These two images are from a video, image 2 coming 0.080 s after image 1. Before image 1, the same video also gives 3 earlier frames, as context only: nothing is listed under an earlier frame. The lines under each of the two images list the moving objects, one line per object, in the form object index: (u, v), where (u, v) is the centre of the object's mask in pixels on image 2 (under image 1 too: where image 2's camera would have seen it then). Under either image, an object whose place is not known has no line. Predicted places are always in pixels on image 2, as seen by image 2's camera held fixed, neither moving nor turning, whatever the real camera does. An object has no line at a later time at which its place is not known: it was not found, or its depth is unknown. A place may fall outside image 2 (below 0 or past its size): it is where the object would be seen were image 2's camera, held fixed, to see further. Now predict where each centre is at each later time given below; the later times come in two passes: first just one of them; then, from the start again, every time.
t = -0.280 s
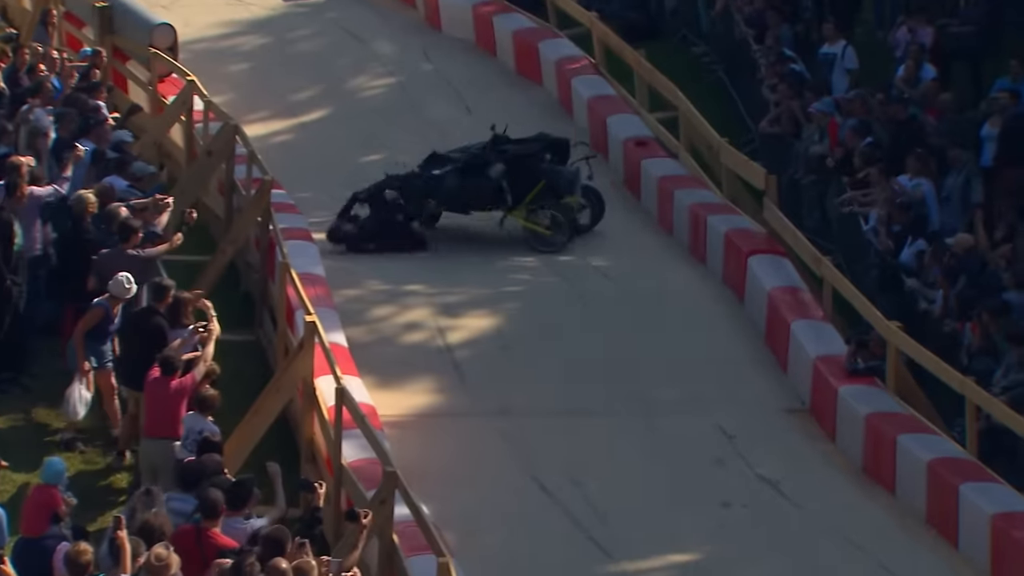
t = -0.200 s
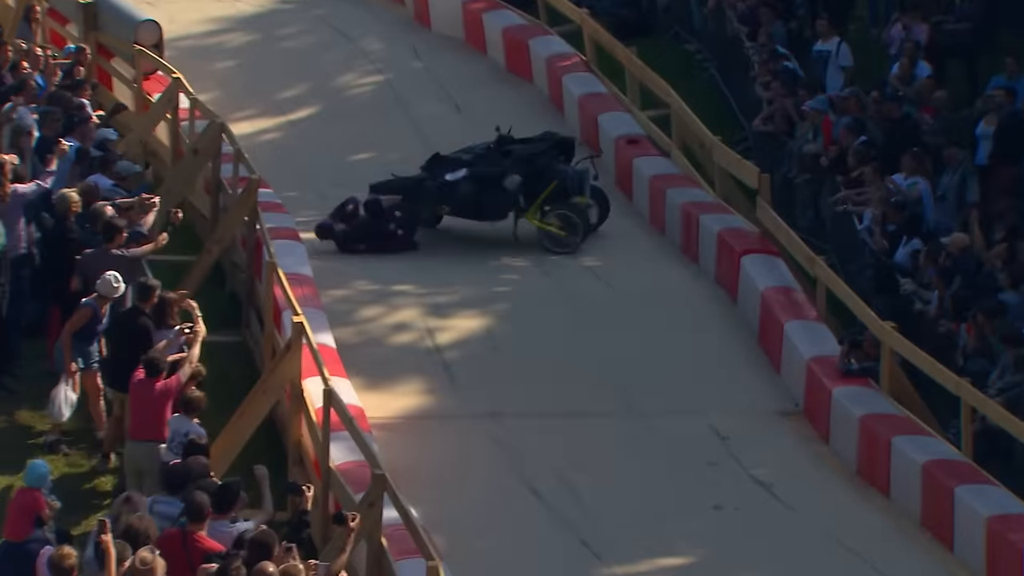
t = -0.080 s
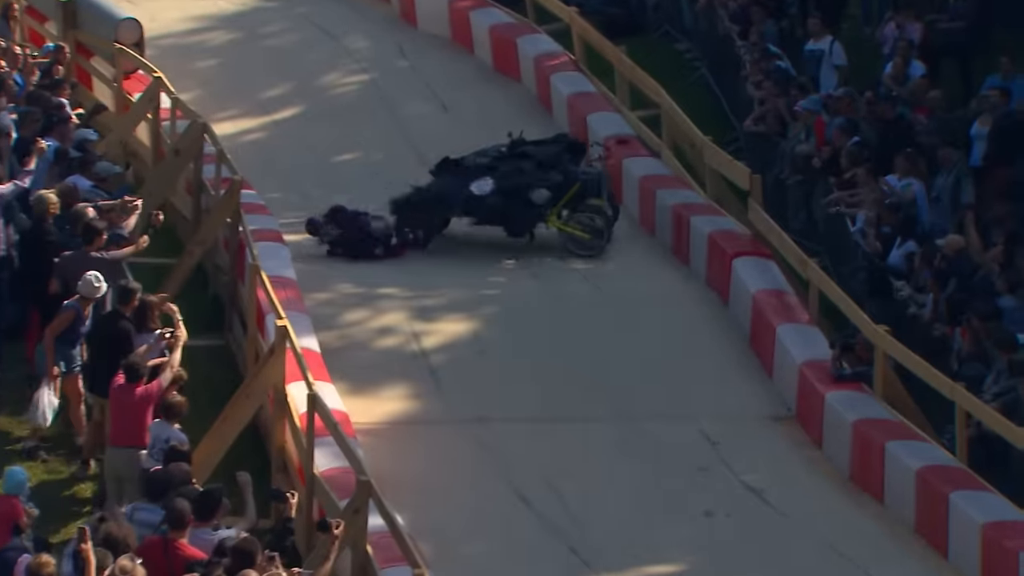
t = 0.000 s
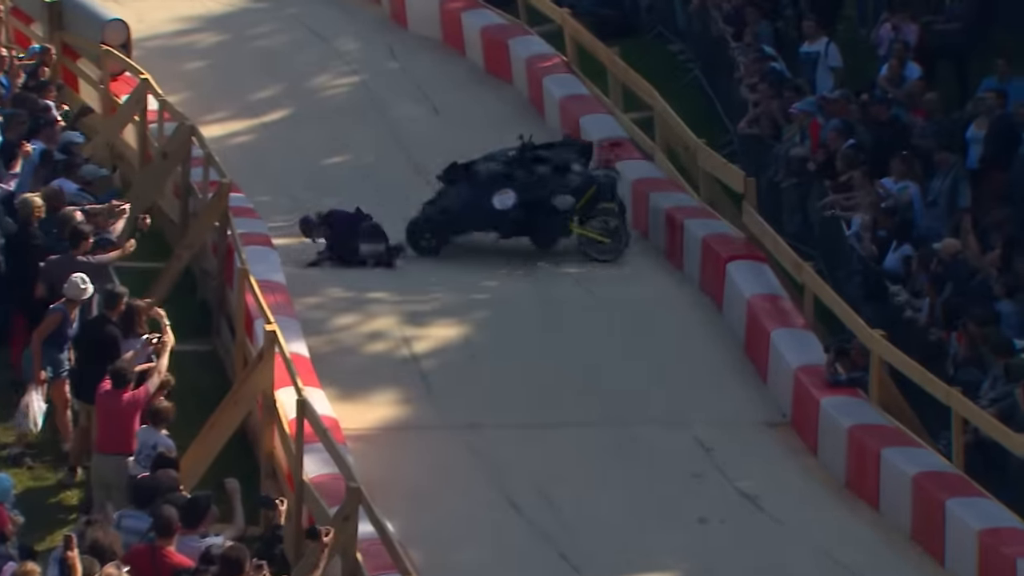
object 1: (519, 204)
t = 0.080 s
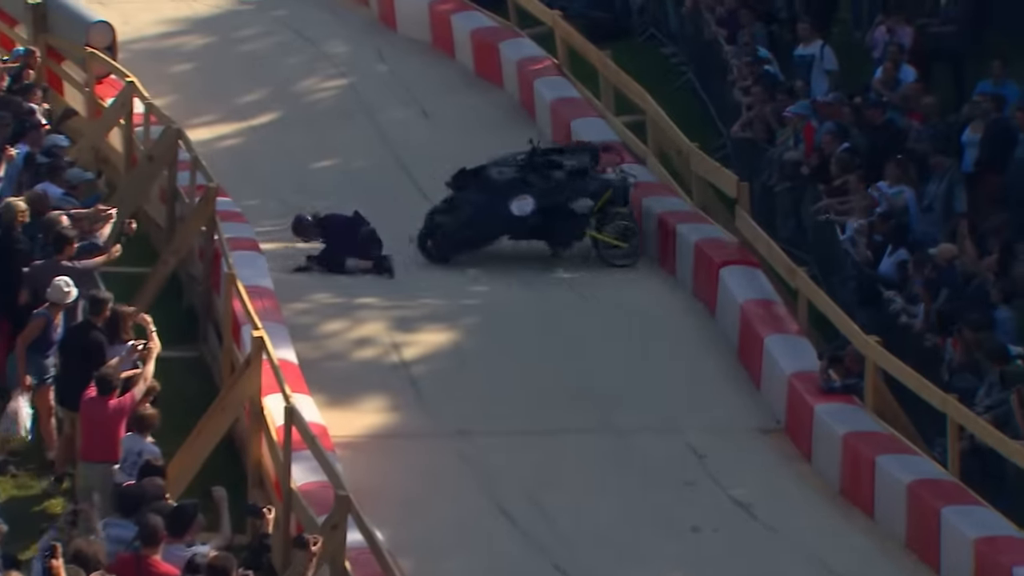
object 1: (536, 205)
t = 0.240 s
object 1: (557, 208)
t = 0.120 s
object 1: (549, 206)
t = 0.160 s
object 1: (555, 207)
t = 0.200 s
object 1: (558, 207)
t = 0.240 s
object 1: (557, 208)
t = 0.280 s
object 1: (556, 208)
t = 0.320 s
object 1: (555, 208)
